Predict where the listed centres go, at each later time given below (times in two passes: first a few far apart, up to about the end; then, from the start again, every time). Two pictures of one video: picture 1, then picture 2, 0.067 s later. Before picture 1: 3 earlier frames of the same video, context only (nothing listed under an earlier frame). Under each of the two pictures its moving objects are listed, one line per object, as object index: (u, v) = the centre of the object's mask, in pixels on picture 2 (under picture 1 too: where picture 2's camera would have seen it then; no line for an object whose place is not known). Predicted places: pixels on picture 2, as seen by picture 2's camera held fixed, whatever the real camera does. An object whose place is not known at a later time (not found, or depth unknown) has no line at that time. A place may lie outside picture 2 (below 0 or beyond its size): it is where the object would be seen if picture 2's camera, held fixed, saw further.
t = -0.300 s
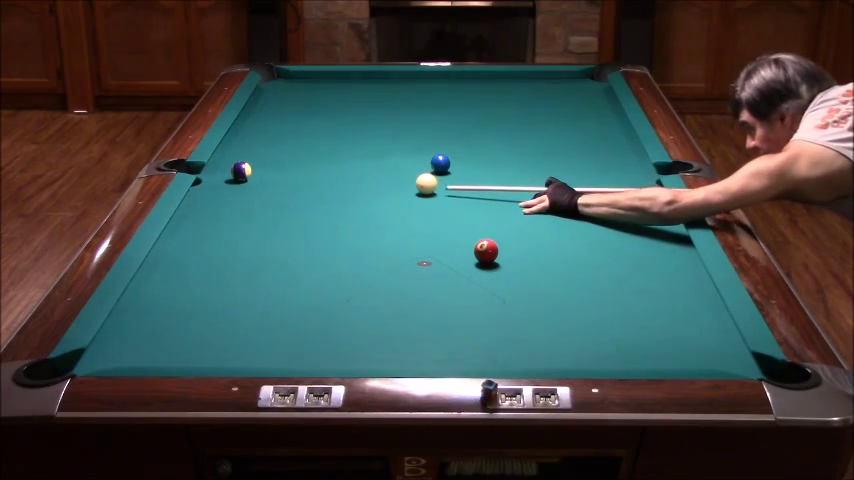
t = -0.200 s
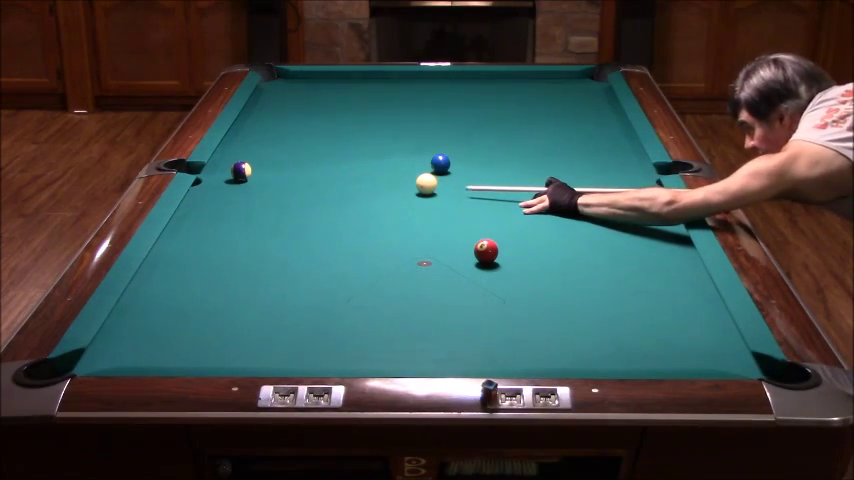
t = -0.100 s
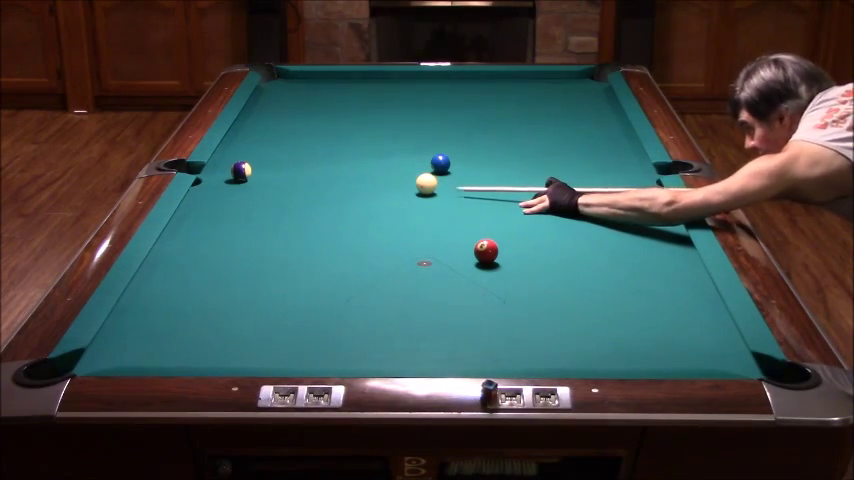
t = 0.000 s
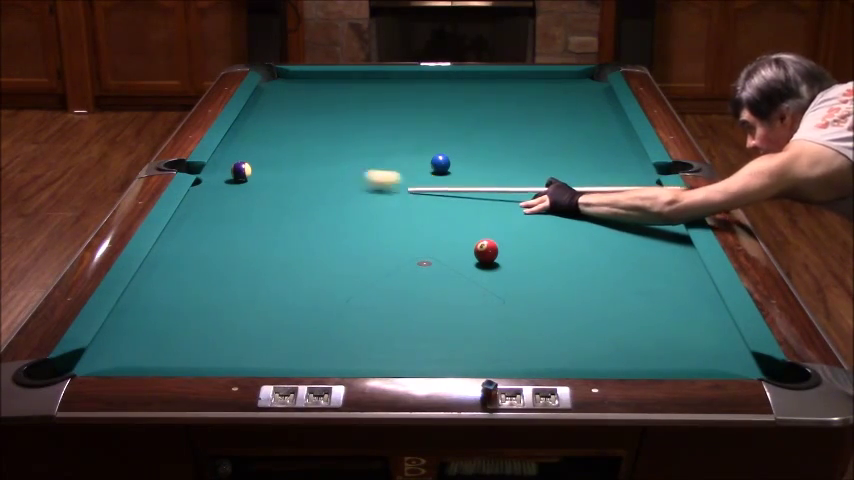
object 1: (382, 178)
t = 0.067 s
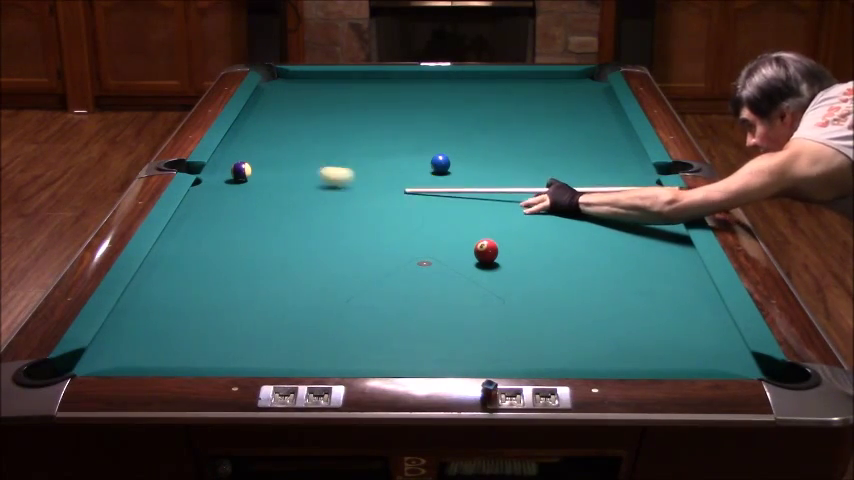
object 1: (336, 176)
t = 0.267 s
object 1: (263, 170)
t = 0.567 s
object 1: (274, 165)
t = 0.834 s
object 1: (283, 162)
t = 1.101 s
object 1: (290, 159)
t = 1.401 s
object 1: (297, 157)
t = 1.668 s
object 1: (301, 155)
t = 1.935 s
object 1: (303, 154)
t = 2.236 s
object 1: (305, 153)
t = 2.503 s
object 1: (305, 153)
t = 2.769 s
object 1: (305, 153)
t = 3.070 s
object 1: (305, 153)
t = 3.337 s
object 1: (305, 153)
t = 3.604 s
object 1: (305, 153)
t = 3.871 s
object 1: (305, 153)
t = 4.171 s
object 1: (305, 153)
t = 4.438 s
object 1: (304, 153)
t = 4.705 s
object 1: (304, 153)
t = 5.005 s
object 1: (304, 153)
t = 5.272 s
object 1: (304, 153)
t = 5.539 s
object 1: (304, 153)
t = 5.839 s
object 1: (305, 153)
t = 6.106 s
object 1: (305, 153)
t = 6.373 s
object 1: (304, 153)
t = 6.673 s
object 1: (305, 153)
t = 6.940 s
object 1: (304, 153)
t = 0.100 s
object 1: (314, 175)
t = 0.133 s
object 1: (293, 173)
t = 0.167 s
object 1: (274, 171)
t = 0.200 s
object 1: (261, 171)
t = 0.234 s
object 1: (262, 170)
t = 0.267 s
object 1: (263, 170)
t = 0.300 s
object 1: (264, 169)
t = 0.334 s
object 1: (265, 169)
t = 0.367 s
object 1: (267, 168)
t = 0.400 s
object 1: (268, 168)
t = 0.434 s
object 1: (269, 167)
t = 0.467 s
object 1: (271, 166)
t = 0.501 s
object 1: (272, 166)
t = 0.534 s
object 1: (273, 165)
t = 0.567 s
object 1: (274, 165)
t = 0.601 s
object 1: (275, 165)
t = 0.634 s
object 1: (276, 164)
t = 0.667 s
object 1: (278, 164)
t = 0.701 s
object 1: (279, 163)
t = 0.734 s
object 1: (280, 163)
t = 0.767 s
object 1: (281, 163)
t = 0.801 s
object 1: (282, 162)
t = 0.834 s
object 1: (283, 162)
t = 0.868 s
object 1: (284, 162)
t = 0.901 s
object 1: (285, 161)
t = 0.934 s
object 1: (286, 161)
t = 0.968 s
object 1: (287, 161)
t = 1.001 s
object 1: (288, 160)
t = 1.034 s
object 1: (289, 160)
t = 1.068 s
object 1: (289, 160)
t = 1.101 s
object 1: (290, 159)
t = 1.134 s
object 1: (291, 159)
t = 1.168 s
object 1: (292, 159)
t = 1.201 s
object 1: (293, 158)
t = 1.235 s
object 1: (293, 158)
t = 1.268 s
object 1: (294, 158)
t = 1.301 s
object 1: (295, 157)
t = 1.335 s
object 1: (295, 157)
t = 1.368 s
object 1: (296, 157)
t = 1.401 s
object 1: (297, 157)
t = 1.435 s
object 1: (297, 157)
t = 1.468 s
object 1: (298, 156)
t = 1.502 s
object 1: (298, 156)
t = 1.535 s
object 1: (299, 156)
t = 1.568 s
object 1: (299, 156)
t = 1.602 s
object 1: (300, 155)
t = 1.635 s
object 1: (300, 155)
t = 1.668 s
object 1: (301, 155)
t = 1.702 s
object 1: (301, 155)
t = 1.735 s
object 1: (301, 155)
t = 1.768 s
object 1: (302, 154)
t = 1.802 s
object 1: (302, 154)
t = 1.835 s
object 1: (302, 154)
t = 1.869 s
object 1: (302, 154)
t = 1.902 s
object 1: (303, 154)
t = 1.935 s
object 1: (303, 154)
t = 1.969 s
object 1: (303, 154)
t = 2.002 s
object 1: (304, 154)
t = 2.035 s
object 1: (304, 153)
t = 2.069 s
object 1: (304, 153)
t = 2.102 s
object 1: (304, 153)
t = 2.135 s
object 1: (304, 153)
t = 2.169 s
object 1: (305, 153)
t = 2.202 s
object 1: (305, 153)
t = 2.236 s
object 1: (305, 153)
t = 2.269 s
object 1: (305, 153)
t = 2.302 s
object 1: (305, 153)
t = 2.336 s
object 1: (305, 153)
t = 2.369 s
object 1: (305, 153)
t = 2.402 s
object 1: (305, 153)
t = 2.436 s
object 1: (305, 153)
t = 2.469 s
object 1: (305, 153)
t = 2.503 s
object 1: (305, 153)
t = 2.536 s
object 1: (305, 153)
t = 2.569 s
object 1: (305, 153)
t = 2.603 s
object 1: (305, 153)
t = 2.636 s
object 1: (305, 153)
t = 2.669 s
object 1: (305, 153)
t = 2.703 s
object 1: (305, 153)
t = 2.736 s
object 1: (305, 153)
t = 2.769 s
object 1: (305, 153)
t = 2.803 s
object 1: (305, 153)
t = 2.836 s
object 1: (305, 153)
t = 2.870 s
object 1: (305, 153)
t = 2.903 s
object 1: (305, 153)
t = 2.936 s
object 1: (305, 153)
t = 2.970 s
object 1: (305, 153)
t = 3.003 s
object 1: (305, 153)
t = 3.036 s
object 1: (305, 153)
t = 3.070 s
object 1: (305, 153)
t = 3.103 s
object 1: (305, 153)
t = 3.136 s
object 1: (305, 153)
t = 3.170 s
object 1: (305, 153)
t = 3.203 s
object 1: (305, 153)
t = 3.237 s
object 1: (305, 153)
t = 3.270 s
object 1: (305, 153)
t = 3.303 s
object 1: (305, 153)
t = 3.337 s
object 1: (305, 153)
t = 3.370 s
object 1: (305, 153)
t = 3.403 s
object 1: (305, 153)
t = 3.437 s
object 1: (305, 153)
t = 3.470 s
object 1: (305, 153)
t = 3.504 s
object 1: (305, 153)
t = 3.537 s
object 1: (305, 153)
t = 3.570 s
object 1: (305, 153)
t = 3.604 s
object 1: (305, 153)
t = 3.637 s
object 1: (305, 153)
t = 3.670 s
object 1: (305, 153)
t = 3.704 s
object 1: (305, 153)
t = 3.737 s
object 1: (305, 153)
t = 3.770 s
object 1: (305, 153)
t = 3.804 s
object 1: (305, 153)
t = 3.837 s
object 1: (305, 153)
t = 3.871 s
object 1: (305, 153)
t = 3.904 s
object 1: (305, 153)
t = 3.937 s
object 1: (305, 153)
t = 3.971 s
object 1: (304, 153)
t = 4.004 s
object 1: (305, 153)
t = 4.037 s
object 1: (305, 153)
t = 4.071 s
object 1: (305, 153)
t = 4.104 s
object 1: (304, 153)
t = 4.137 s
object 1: (305, 153)
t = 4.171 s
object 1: (305, 153)
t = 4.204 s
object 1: (304, 153)
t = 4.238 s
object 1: (305, 153)
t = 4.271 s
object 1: (304, 153)
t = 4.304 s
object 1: (304, 153)
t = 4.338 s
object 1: (304, 153)
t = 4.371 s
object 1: (304, 153)
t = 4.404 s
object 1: (304, 153)
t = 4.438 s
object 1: (304, 153)
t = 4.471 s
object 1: (304, 153)
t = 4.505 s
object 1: (304, 153)
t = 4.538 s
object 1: (304, 153)
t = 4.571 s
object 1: (304, 153)
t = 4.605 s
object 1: (304, 153)
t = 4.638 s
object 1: (304, 153)
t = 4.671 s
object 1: (304, 153)
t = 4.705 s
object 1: (304, 153)
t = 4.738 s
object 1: (304, 153)
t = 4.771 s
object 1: (304, 153)
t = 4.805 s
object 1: (304, 153)
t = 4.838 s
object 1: (304, 153)
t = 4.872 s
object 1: (304, 153)
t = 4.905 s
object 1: (304, 153)
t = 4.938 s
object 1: (304, 153)
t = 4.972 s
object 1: (304, 153)
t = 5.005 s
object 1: (304, 153)
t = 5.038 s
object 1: (304, 153)
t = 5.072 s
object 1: (304, 153)
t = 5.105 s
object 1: (304, 153)
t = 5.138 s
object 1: (304, 153)
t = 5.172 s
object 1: (304, 153)
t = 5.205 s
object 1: (304, 153)
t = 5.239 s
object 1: (304, 153)
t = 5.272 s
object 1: (304, 153)
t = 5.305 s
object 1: (304, 153)
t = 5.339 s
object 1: (304, 153)
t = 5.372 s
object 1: (304, 153)
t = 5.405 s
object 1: (304, 153)
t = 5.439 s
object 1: (304, 153)
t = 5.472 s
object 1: (304, 153)
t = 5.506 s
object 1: (304, 153)
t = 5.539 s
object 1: (304, 153)
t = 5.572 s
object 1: (304, 153)
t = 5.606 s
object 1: (304, 153)
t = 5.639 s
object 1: (304, 153)
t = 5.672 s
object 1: (304, 153)
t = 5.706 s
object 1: (304, 153)
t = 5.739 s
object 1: (304, 153)
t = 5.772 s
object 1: (304, 153)
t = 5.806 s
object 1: (304, 153)
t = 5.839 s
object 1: (305, 153)
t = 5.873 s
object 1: (305, 153)
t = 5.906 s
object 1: (305, 153)
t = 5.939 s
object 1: (305, 153)
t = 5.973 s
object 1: (305, 153)
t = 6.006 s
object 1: (305, 153)
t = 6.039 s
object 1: (305, 153)
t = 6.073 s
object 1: (305, 153)
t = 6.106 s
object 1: (305, 153)
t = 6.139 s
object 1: (305, 153)
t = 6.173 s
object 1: (305, 153)
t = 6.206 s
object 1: (305, 153)
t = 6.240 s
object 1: (305, 153)
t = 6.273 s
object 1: (305, 153)
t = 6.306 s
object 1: (305, 153)
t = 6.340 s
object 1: (304, 153)
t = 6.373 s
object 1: (304, 153)
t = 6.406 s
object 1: (304, 153)
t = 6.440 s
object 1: (304, 153)
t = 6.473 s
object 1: (304, 153)
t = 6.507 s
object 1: (304, 153)
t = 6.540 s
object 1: (304, 153)
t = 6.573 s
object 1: (305, 153)
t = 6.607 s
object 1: (304, 153)
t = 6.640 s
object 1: (305, 153)
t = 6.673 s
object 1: (305, 153)
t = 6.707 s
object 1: (304, 153)
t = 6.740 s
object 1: (304, 153)
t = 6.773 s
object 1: (304, 153)
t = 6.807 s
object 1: (304, 153)
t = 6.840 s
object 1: (304, 153)
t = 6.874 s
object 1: (304, 153)
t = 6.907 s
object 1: (304, 153)
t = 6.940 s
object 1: (304, 153)
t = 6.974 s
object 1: (304, 153)
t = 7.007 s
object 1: (304, 153)
